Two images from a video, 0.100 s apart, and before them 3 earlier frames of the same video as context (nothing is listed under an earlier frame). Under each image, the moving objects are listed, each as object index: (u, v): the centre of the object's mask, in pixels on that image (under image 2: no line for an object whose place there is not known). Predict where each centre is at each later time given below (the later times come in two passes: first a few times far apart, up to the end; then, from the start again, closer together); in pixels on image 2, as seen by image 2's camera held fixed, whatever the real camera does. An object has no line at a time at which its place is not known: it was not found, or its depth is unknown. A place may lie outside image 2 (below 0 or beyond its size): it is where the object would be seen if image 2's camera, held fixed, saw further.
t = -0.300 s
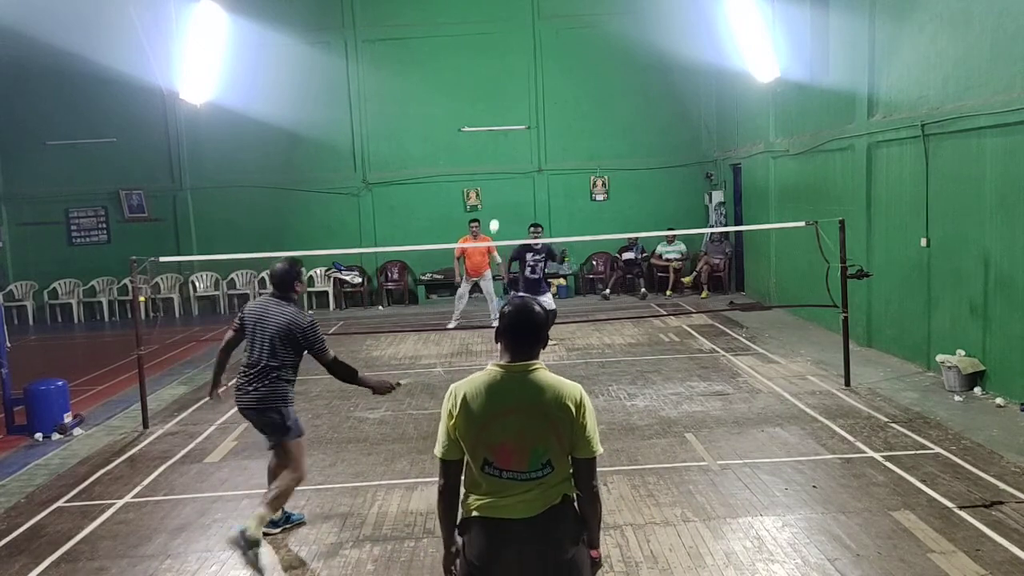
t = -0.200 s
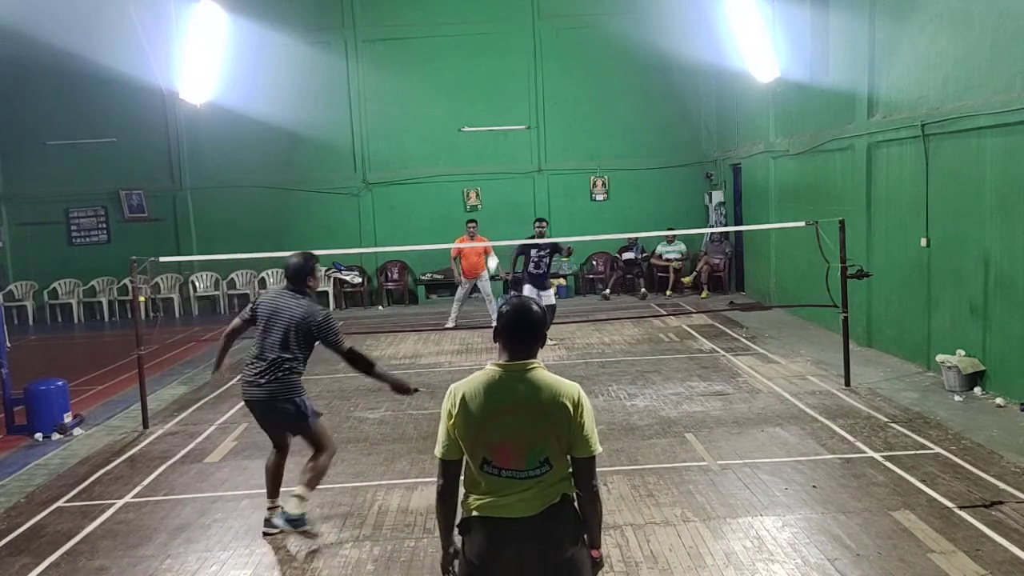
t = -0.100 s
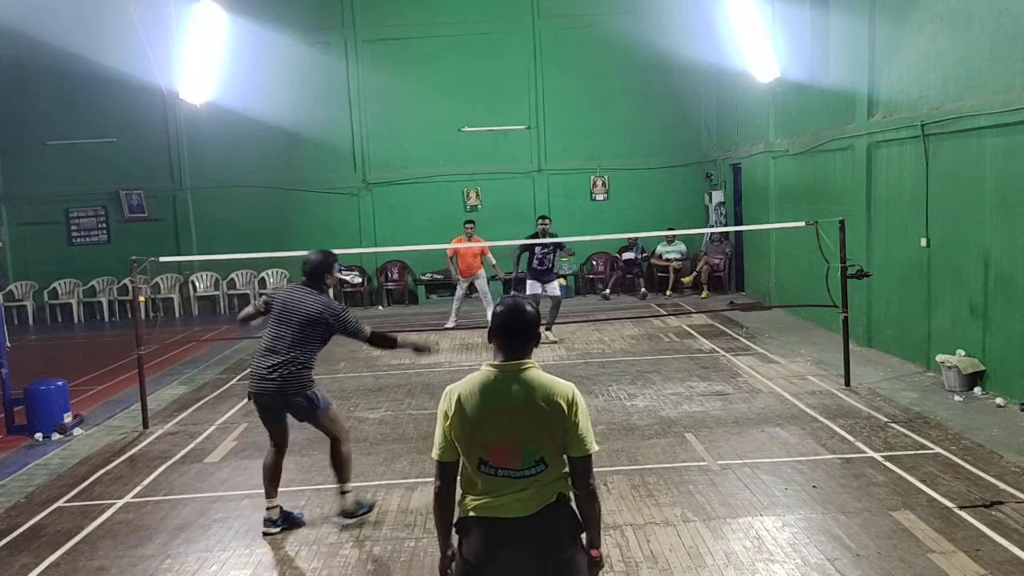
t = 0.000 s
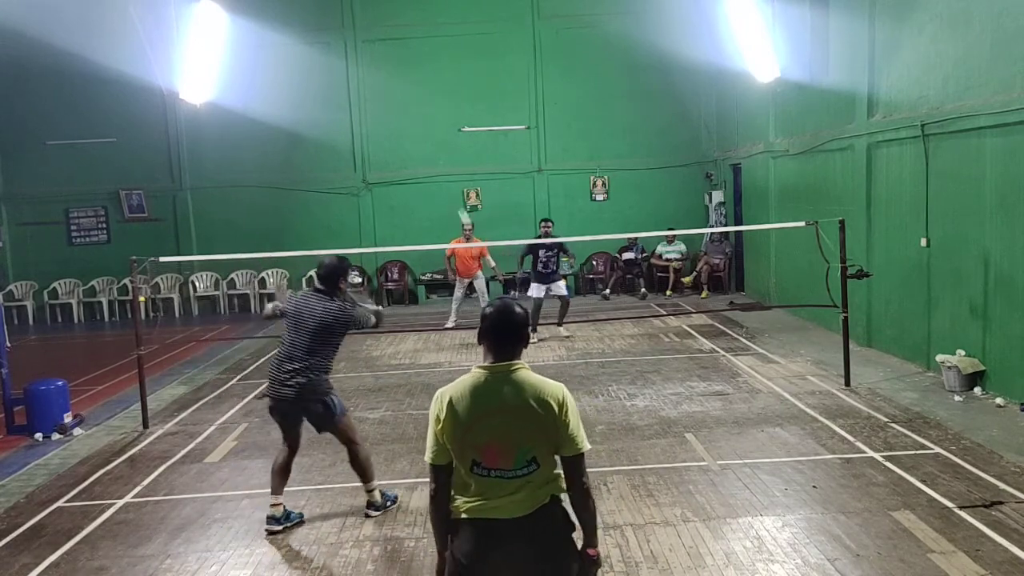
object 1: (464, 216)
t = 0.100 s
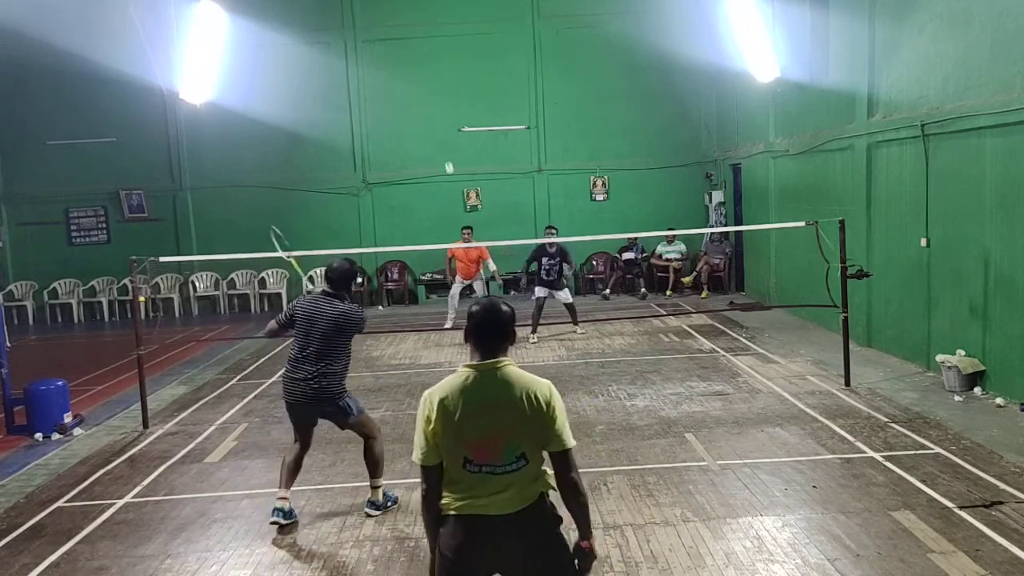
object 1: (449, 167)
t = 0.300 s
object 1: (435, 135)
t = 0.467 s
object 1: (430, 141)
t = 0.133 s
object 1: (446, 157)
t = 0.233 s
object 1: (439, 139)
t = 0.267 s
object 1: (437, 136)
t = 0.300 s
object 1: (435, 135)
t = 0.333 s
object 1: (434, 135)
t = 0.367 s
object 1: (432, 135)
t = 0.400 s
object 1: (431, 136)
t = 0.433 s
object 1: (431, 138)
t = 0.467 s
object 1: (430, 141)
